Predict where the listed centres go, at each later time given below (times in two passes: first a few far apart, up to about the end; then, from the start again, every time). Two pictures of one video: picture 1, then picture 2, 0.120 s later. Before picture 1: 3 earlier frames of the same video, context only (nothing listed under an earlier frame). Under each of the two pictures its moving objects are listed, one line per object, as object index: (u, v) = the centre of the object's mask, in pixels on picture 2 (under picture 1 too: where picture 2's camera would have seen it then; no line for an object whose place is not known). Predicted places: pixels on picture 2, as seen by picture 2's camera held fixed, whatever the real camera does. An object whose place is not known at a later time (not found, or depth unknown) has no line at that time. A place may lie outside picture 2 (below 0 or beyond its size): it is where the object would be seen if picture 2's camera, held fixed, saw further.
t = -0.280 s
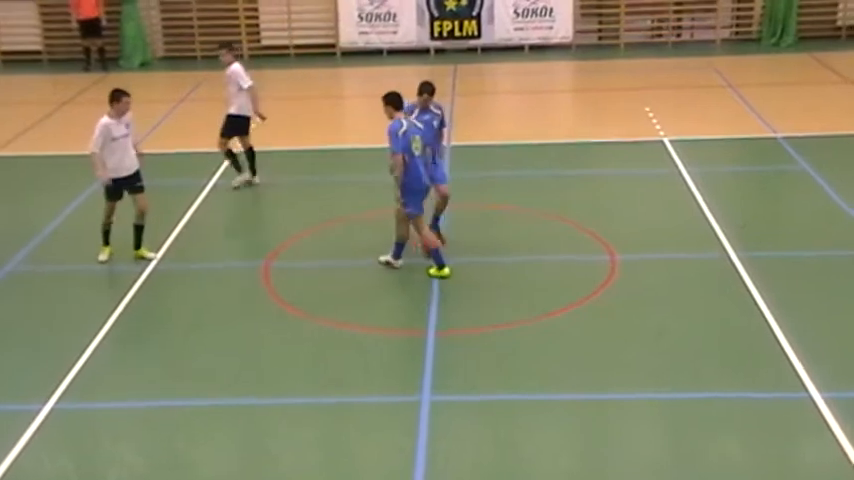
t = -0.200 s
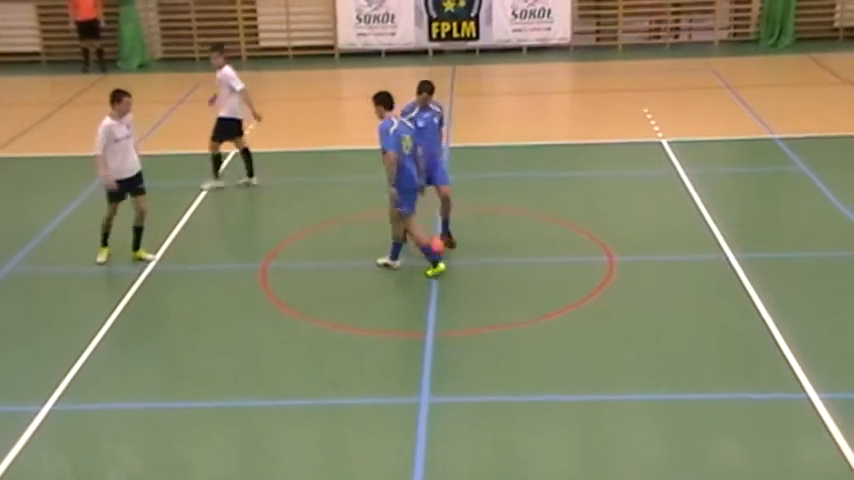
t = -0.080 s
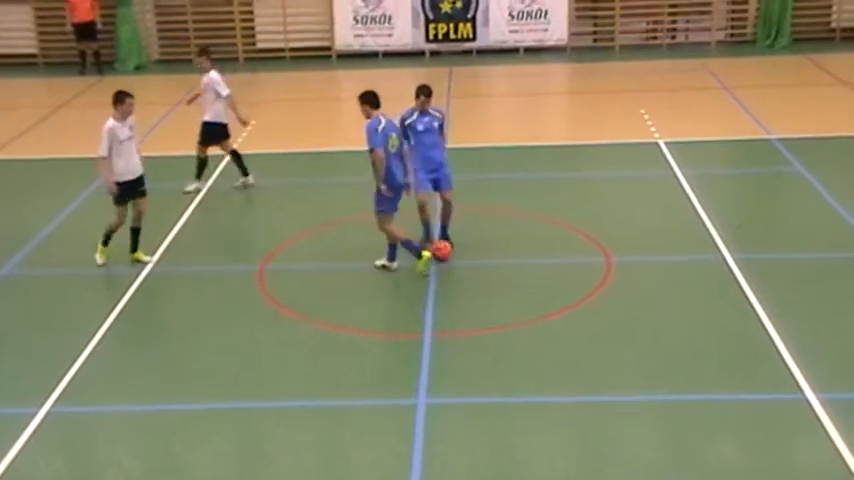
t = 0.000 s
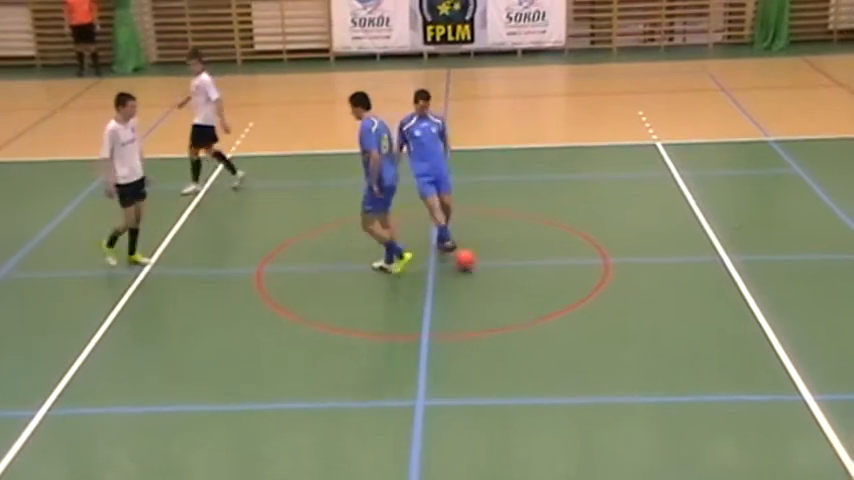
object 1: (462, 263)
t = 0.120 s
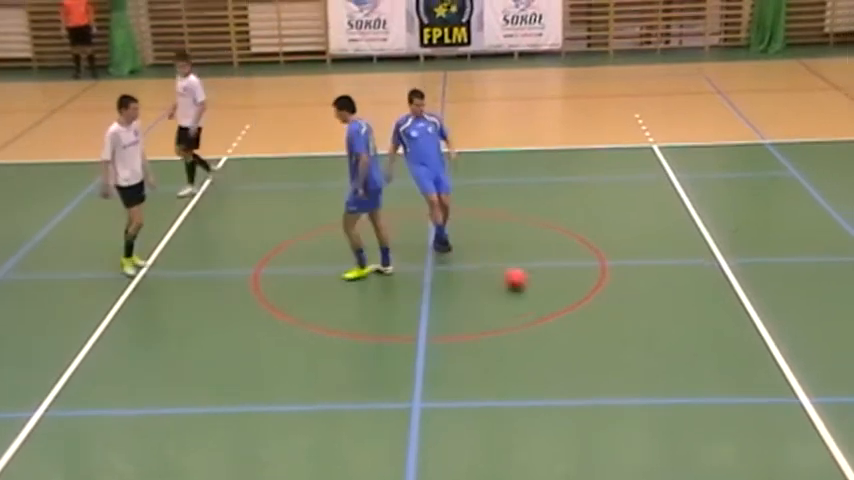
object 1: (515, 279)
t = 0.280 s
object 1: (585, 299)
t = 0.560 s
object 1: (703, 333)
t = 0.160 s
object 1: (533, 285)
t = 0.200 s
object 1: (551, 290)
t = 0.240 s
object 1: (568, 296)
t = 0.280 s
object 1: (585, 299)
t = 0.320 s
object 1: (602, 304)
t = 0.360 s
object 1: (619, 309)
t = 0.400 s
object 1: (636, 314)
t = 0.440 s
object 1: (652, 317)
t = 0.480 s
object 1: (669, 322)
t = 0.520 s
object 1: (686, 328)
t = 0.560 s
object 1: (703, 333)
